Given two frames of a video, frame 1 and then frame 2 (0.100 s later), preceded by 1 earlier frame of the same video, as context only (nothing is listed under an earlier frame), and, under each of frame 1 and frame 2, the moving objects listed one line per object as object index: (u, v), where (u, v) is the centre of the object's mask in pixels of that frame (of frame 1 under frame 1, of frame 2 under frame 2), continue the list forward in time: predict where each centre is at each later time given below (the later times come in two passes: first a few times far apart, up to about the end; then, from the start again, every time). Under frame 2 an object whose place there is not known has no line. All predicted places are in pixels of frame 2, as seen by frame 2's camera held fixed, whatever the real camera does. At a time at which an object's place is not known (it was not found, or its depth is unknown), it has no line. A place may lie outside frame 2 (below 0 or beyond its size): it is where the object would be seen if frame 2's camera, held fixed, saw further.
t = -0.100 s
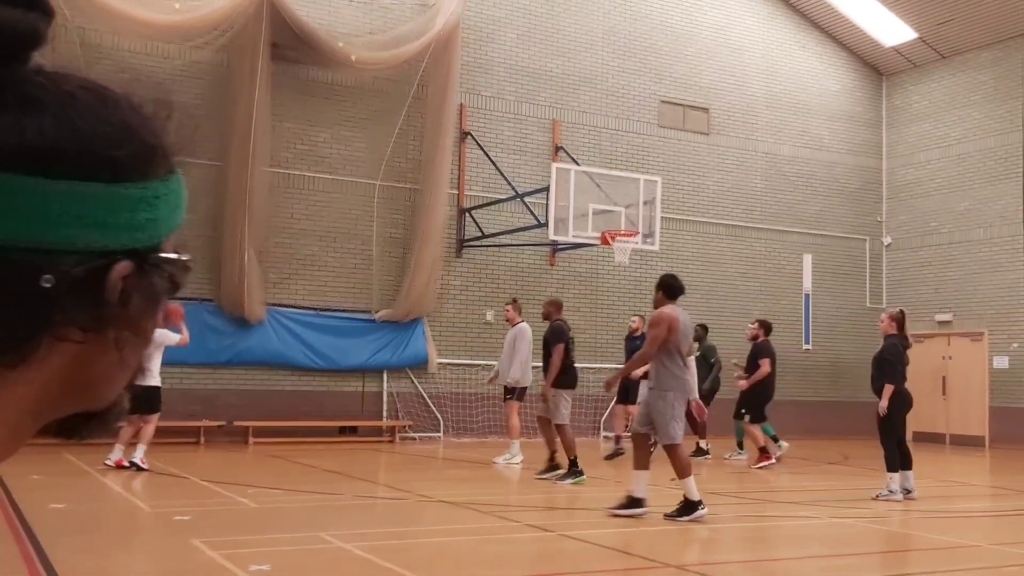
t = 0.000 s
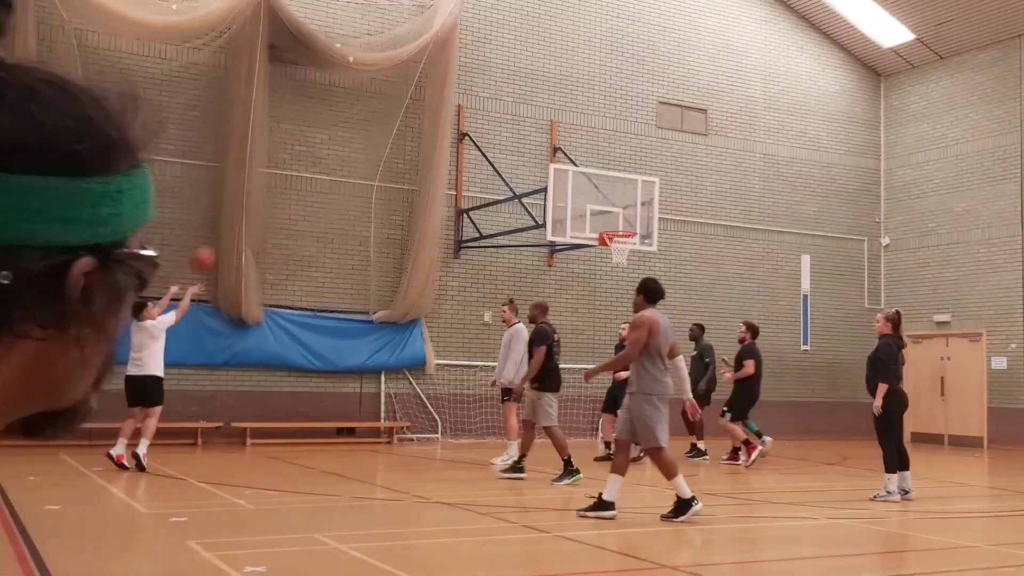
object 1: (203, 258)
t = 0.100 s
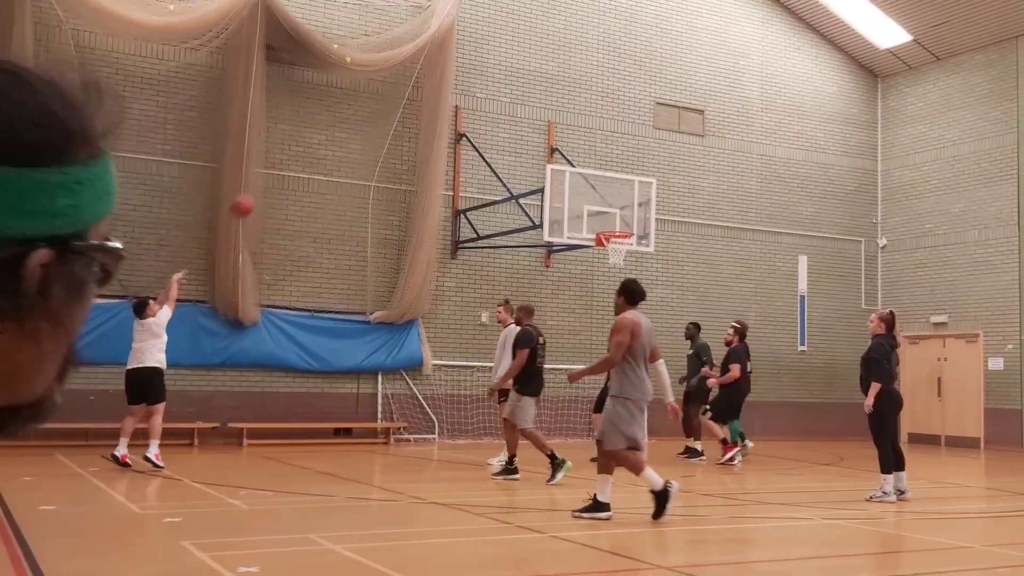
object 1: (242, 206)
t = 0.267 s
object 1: (307, 140)
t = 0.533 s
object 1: (399, 90)
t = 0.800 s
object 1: (478, 99)
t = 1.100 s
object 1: (557, 169)
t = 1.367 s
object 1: (581, 260)
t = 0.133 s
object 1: (256, 190)
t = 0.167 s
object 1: (269, 176)
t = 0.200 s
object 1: (282, 162)
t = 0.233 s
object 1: (294, 151)
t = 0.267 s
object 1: (307, 140)
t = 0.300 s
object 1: (320, 130)
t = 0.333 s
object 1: (332, 121)
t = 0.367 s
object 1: (343, 113)
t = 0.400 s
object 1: (355, 106)
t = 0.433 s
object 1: (366, 101)
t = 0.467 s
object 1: (377, 96)
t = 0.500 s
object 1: (388, 93)
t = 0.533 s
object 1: (399, 90)
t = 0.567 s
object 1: (410, 88)
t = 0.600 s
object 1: (420, 87)
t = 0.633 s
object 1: (430, 87)
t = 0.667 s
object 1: (440, 87)
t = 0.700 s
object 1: (450, 89)
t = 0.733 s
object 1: (459, 92)
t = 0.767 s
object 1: (469, 95)
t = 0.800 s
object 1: (478, 99)
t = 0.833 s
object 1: (487, 104)
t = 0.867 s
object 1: (497, 109)
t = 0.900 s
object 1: (506, 116)
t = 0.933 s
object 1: (515, 122)
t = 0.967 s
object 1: (523, 130)
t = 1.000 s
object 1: (532, 139)
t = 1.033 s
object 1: (541, 148)
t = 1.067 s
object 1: (549, 157)
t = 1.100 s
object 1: (557, 169)
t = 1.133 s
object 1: (565, 179)
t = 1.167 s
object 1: (573, 191)
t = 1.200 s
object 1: (580, 204)
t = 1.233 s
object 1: (589, 217)
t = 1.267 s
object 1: (595, 230)
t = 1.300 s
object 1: (591, 239)
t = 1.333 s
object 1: (587, 249)
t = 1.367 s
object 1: (581, 260)
